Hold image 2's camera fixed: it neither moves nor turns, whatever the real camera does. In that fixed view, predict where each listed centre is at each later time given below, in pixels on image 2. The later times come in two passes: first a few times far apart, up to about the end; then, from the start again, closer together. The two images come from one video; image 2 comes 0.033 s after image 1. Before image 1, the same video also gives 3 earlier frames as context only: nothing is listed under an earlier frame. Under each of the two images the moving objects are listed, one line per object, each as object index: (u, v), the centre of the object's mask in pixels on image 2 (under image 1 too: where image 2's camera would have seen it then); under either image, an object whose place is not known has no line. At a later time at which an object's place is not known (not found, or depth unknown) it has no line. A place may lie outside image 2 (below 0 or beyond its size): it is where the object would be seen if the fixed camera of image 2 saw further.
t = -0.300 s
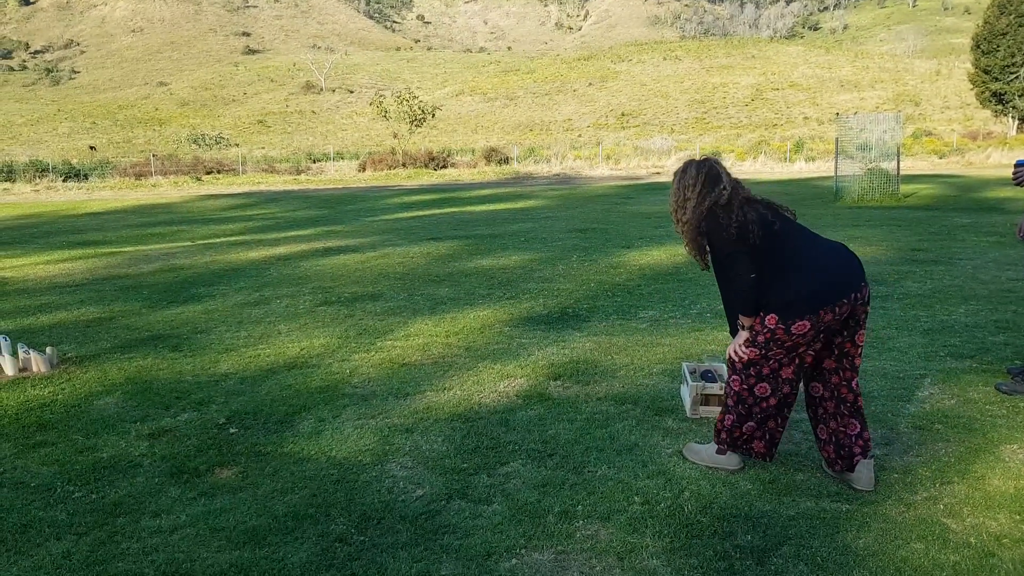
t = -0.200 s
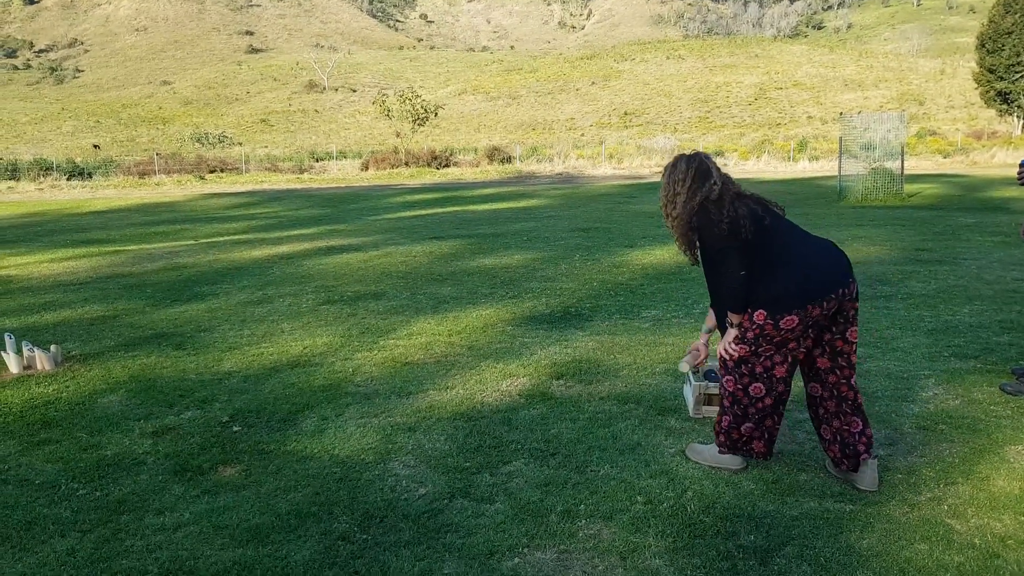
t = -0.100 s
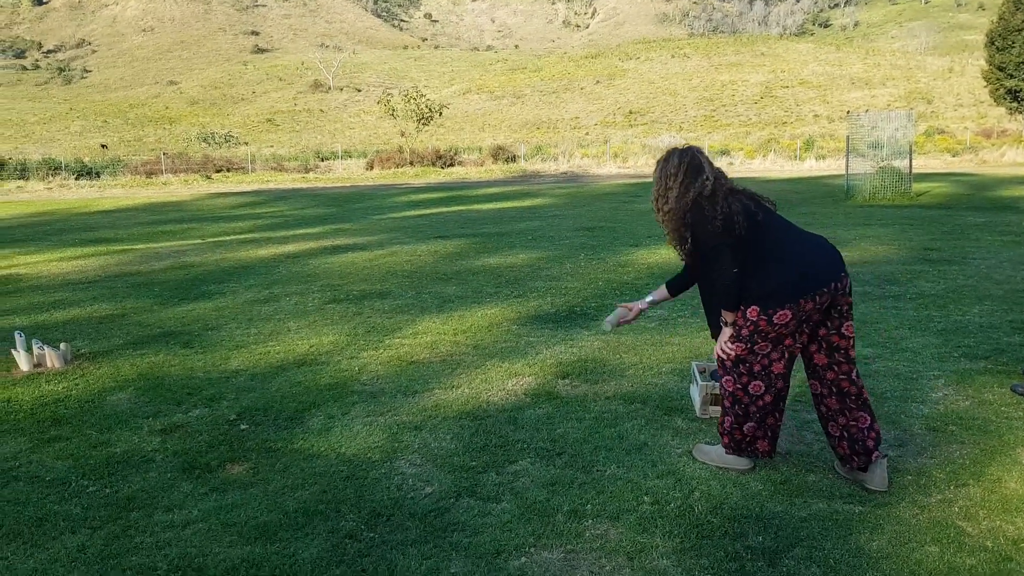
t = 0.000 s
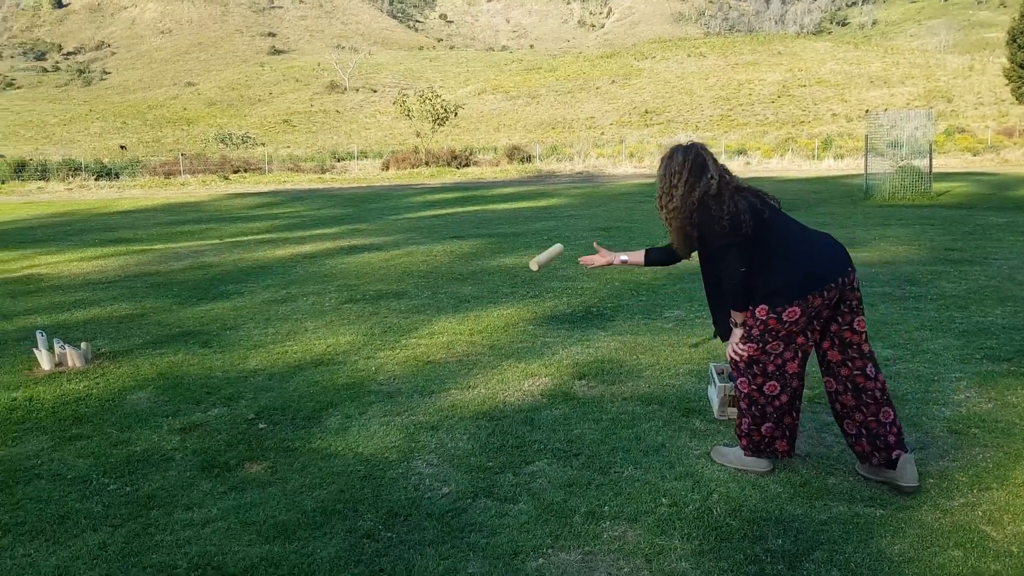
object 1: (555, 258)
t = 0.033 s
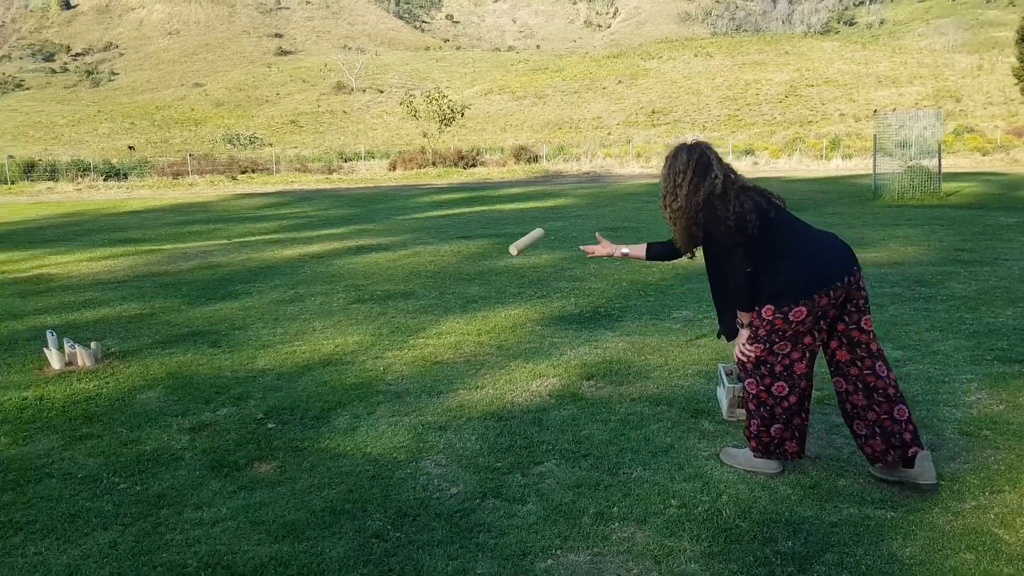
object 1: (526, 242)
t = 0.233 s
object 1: (380, 198)
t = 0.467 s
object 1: (239, 241)
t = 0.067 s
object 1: (500, 229)
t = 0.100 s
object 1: (474, 218)
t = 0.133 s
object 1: (447, 209)
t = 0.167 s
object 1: (425, 203)
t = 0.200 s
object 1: (399, 199)
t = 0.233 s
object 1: (380, 198)
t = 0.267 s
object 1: (359, 199)
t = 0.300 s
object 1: (337, 201)
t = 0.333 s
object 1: (315, 206)
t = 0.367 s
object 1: (293, 212)
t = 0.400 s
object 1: (273, 220)
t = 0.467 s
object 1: (239, 241)
